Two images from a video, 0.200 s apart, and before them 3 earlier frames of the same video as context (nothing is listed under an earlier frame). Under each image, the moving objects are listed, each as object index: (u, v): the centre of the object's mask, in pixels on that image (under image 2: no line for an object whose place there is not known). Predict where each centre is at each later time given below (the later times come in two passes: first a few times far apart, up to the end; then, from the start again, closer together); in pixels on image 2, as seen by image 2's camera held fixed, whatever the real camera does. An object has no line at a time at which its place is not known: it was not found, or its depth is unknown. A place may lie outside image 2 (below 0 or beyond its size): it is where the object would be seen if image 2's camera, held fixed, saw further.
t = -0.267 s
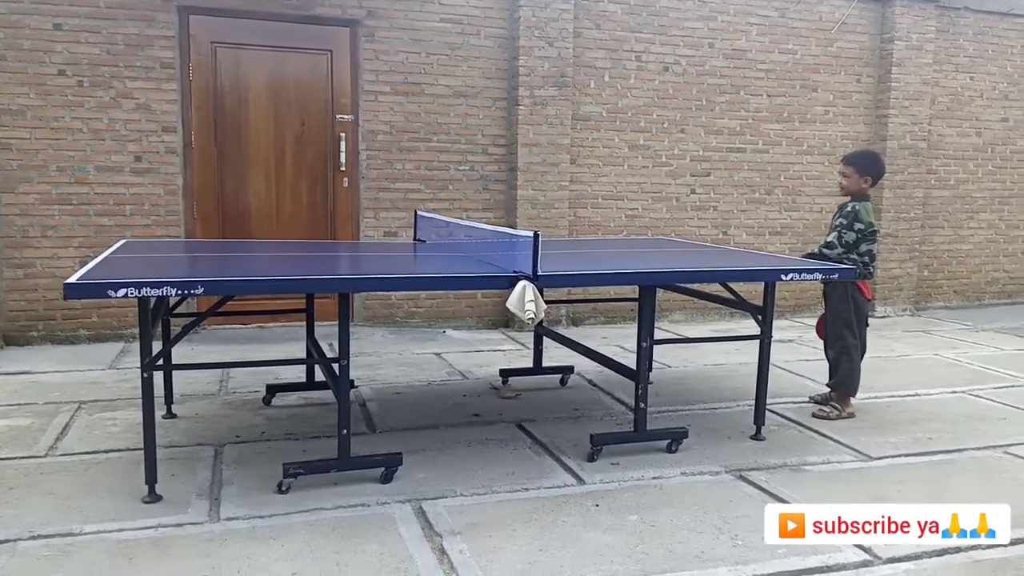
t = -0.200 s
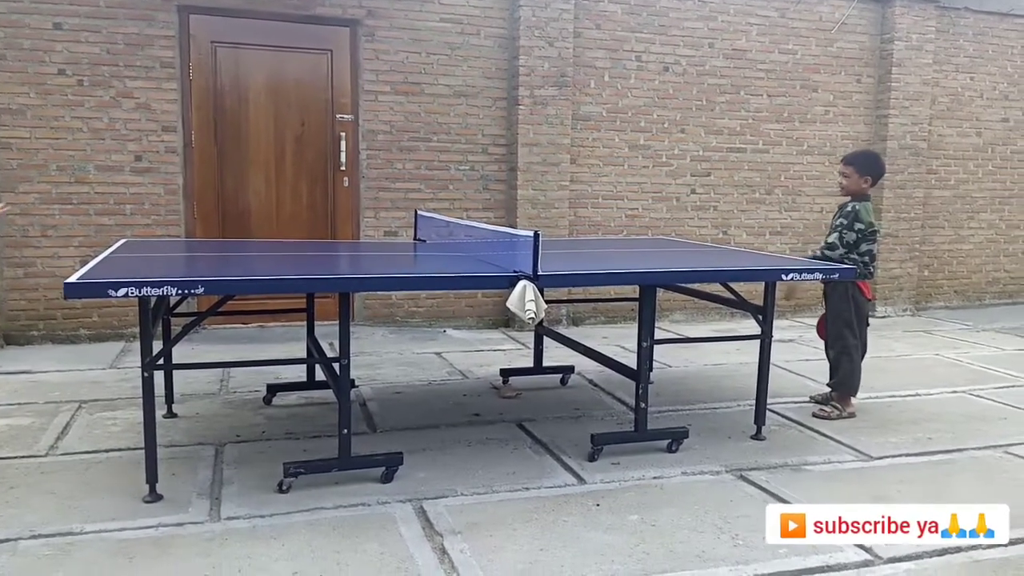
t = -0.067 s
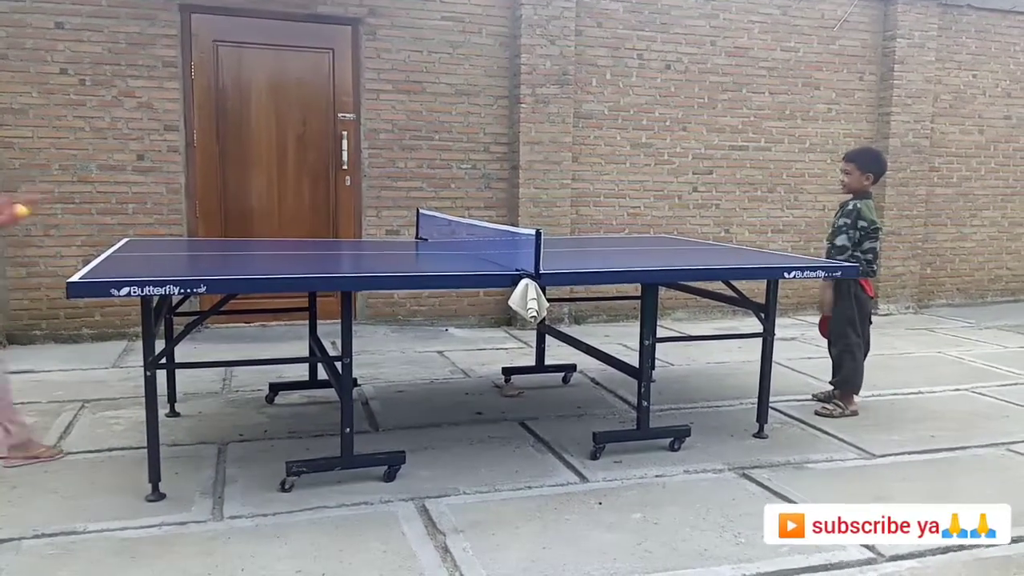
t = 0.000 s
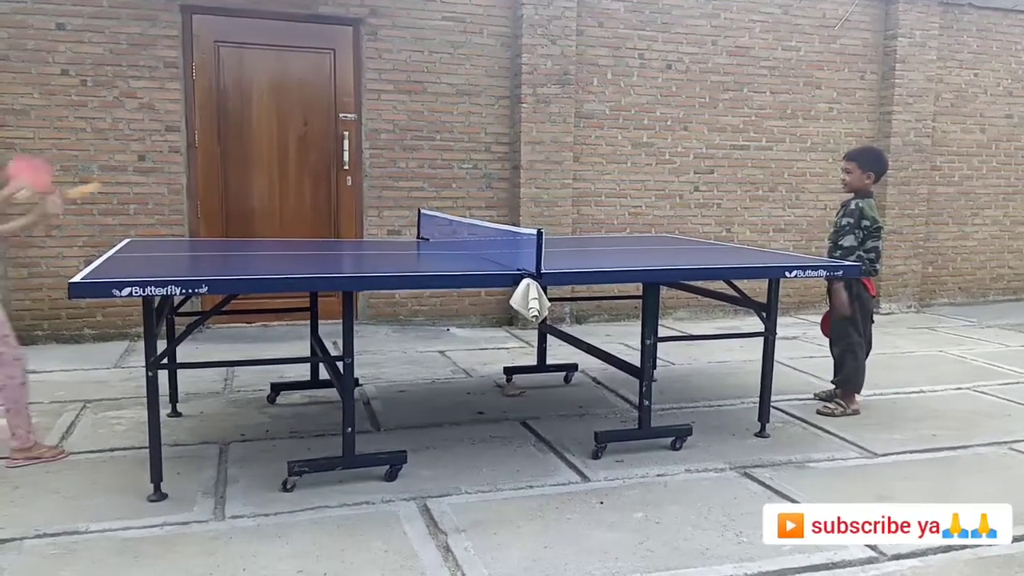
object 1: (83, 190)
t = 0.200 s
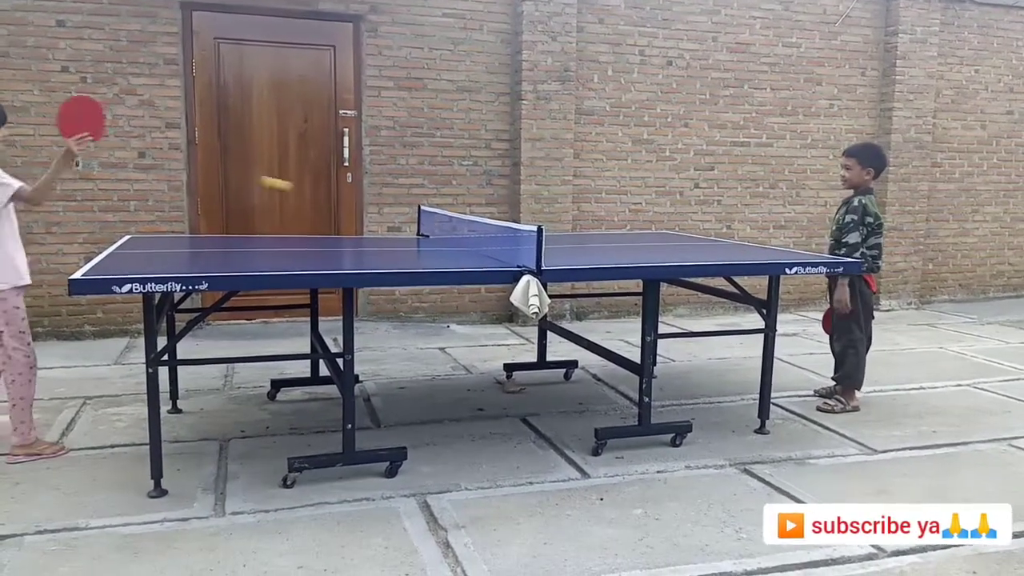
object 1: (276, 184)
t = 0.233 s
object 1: (306, 193)
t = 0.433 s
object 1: (447, 214)
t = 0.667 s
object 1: (562, 225)
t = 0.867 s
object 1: (653, 212)
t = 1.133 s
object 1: (765, 229)
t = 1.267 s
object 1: (817, 232)
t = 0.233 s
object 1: (306, 193)
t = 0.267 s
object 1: (335, 205)
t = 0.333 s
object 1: (390, 238)
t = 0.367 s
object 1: (412, 236)
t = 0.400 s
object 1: (428, 225)
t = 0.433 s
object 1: (447, 214)
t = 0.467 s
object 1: (464, 208)
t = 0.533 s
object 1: (498, 203)
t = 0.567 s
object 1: (514, 205)
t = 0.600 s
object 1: (530, 210)
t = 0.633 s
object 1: (545, 215)
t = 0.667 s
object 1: (562, 225)
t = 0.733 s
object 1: (594, 238)
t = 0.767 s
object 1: (613, 226)
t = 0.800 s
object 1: (625, 219)
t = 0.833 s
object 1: (638, 213)
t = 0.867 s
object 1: (653, 212)
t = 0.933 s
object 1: (681, 214)
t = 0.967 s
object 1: (695, 217)
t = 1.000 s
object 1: (708, 224)
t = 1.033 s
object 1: (722, 233)
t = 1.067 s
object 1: (739, 239)
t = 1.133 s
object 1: (765, 229)
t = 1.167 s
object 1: (779, 227)
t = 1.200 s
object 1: (794, 225)
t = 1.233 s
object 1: (806, 229)
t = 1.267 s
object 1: (817, 232)
